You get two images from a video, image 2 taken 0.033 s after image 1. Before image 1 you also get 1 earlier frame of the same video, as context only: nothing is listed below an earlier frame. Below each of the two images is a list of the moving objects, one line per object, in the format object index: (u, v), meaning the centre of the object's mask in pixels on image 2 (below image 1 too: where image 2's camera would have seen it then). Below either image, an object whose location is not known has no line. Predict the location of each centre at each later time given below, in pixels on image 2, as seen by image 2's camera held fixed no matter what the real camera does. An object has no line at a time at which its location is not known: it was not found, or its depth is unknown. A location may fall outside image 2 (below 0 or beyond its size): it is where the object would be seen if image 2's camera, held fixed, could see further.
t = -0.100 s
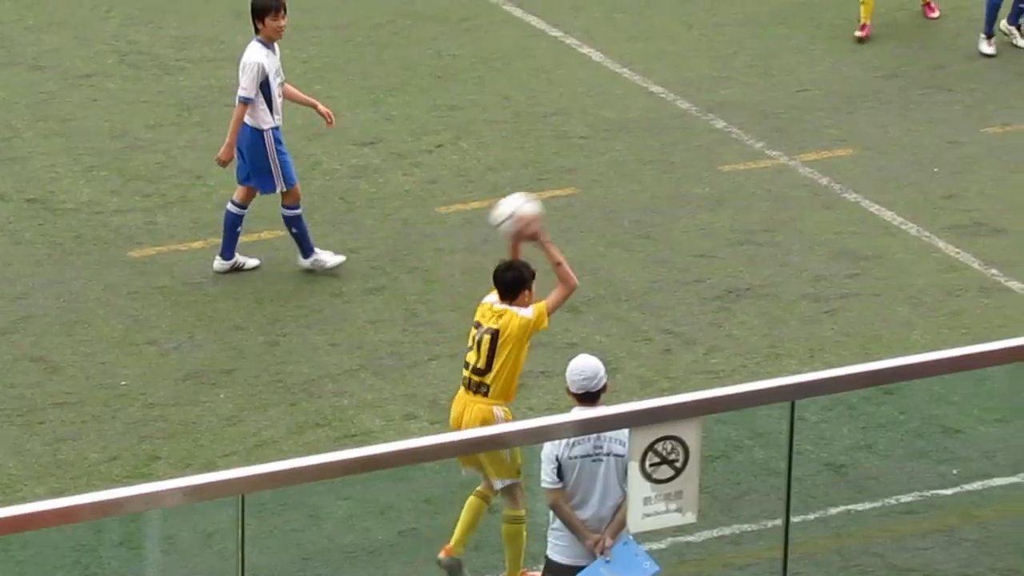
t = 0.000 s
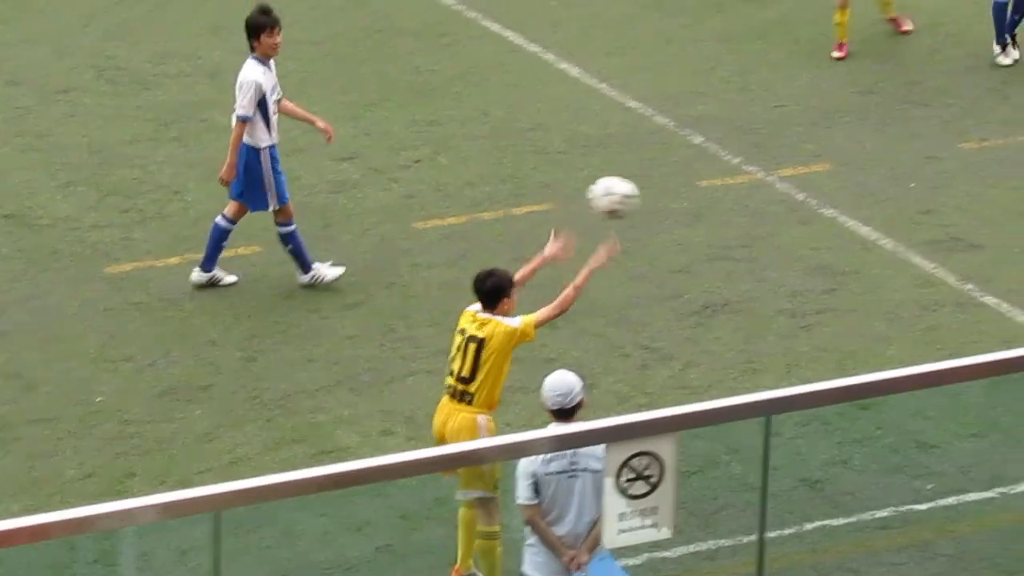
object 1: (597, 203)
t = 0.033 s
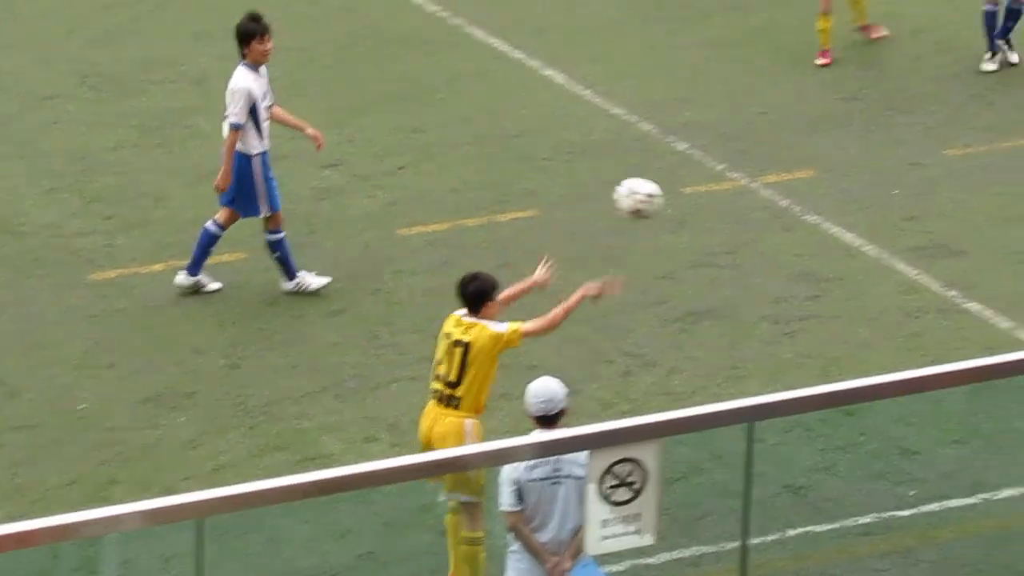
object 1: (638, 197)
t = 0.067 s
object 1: (679, 193)
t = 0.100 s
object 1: (718, 192)
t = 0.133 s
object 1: (757, 192)
